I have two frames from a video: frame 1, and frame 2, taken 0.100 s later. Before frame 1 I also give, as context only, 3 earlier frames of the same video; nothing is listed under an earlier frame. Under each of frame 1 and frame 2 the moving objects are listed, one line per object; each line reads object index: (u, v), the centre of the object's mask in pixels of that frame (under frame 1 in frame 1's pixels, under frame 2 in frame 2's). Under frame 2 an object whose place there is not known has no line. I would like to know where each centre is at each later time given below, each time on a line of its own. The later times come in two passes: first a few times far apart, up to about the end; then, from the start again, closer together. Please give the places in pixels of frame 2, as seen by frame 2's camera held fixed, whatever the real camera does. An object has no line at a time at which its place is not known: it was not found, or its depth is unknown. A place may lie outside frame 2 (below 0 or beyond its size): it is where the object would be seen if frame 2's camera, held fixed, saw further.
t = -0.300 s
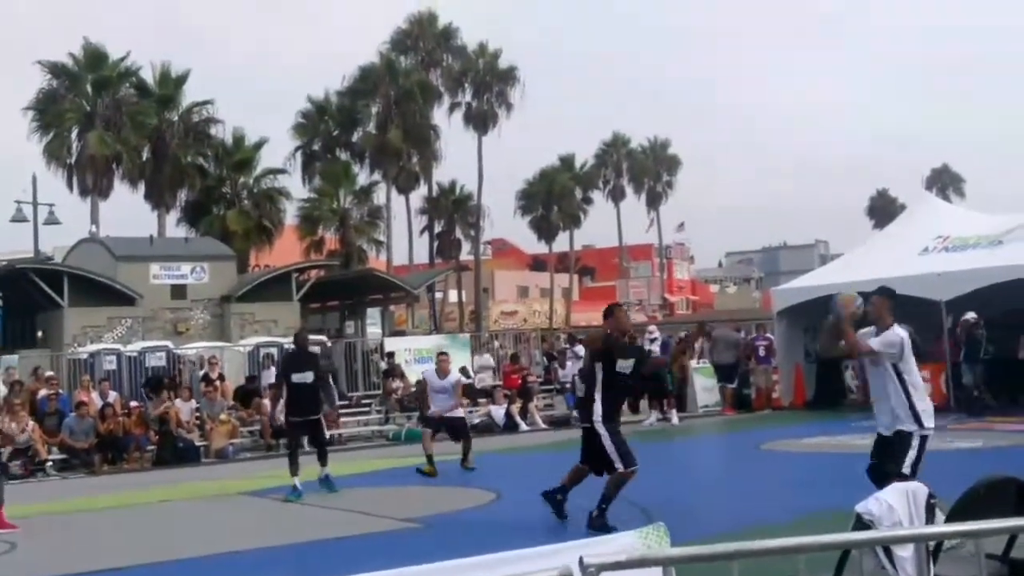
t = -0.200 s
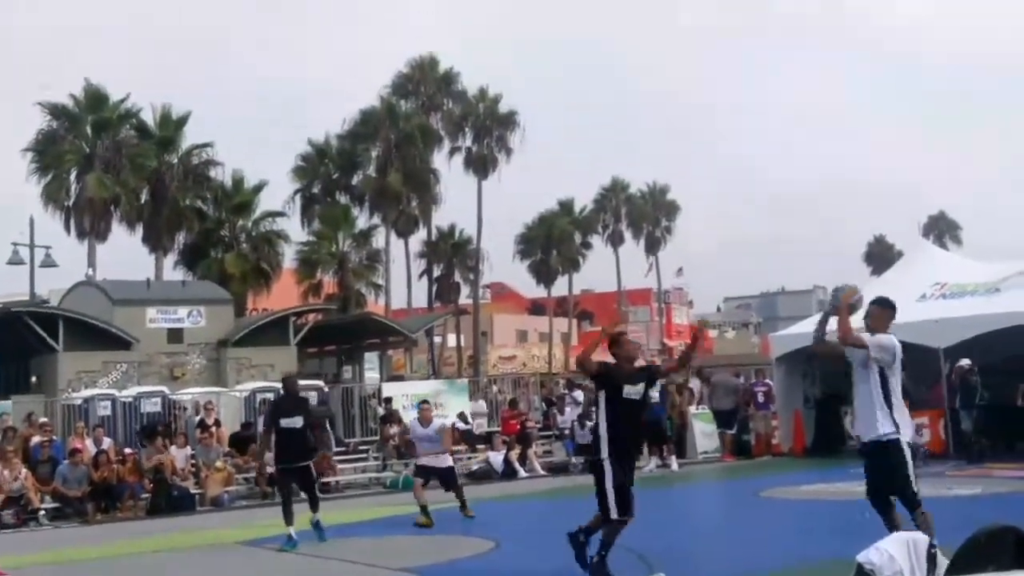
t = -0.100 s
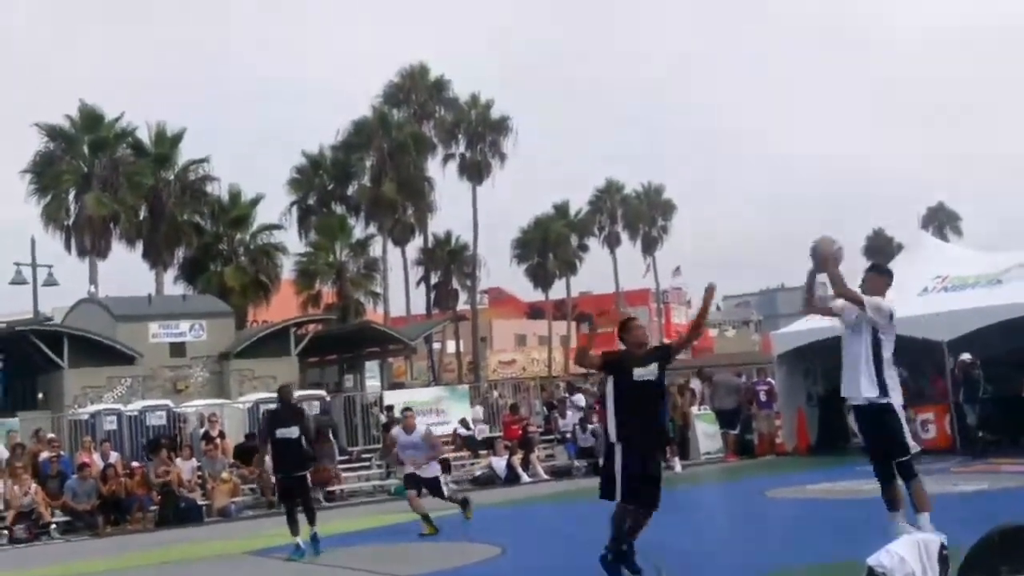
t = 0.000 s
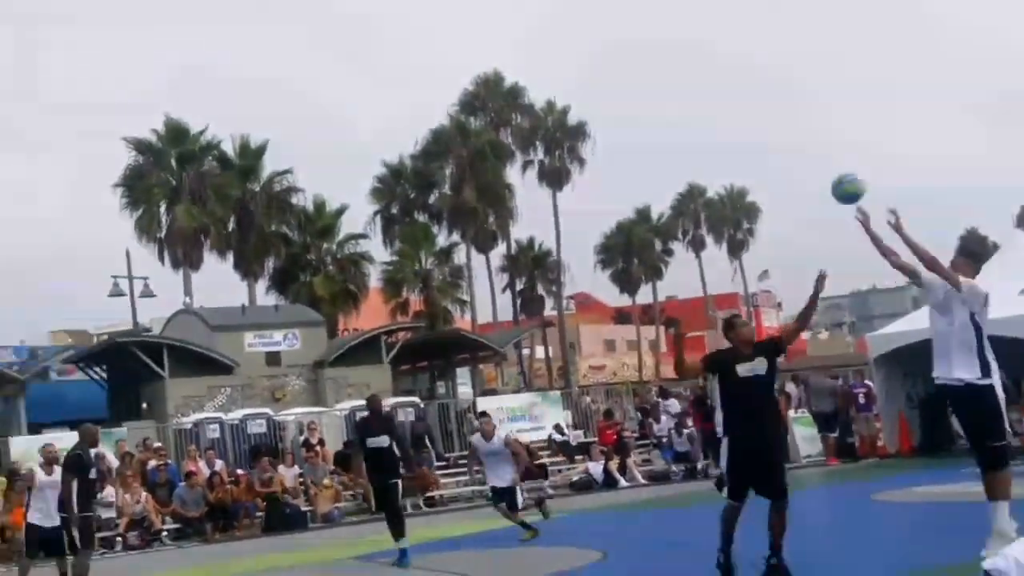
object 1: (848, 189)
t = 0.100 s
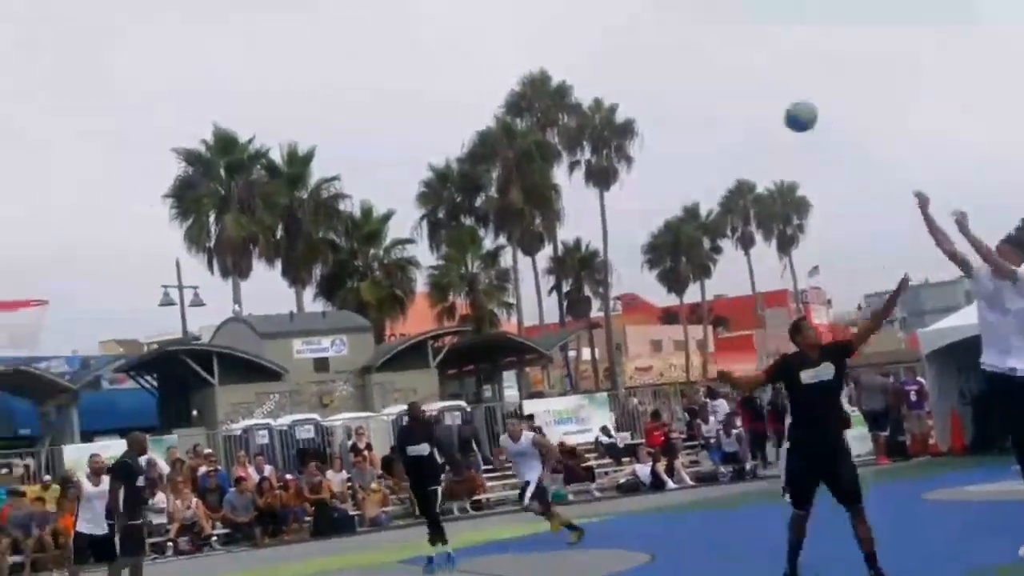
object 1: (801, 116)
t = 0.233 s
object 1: (673, 58)
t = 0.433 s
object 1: (521, 15)
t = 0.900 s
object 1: (203, 96)
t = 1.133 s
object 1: (78, 220)
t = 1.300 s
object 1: (25, 329)
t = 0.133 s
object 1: (762, 100)
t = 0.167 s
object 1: (730, 85)
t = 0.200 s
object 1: (698, 71)
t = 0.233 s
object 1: (673, 58)
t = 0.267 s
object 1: (653, 46)
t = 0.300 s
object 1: (633, 33)
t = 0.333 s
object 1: (604, 25)
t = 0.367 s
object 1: (574, 20)
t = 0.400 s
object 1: (547, 17)
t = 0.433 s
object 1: (521, 15)
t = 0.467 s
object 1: (497, 13)
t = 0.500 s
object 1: (473, 12)
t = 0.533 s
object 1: (450, 9)
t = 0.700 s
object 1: (316, 32)
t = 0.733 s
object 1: (302, 38)
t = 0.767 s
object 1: (284, 46)
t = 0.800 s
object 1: (264, 57)
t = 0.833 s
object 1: (243, 70)
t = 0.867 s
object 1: (224, 83)
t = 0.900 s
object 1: (203, 96)
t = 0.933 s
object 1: (184, 111)
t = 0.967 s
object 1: (167, 127)
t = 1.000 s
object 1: (148, 144)
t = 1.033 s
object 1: (130, 161)
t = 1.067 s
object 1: (113, 179)
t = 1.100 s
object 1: (95, 199)
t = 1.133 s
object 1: (78, 220)
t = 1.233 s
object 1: (30, 287)
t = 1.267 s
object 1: (16, 315)
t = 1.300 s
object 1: (25, 329)
